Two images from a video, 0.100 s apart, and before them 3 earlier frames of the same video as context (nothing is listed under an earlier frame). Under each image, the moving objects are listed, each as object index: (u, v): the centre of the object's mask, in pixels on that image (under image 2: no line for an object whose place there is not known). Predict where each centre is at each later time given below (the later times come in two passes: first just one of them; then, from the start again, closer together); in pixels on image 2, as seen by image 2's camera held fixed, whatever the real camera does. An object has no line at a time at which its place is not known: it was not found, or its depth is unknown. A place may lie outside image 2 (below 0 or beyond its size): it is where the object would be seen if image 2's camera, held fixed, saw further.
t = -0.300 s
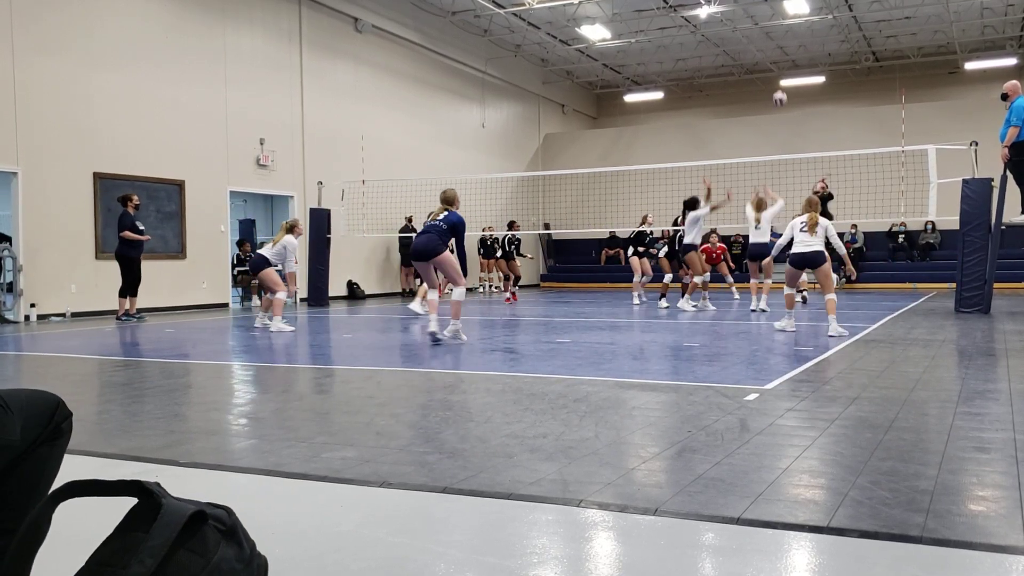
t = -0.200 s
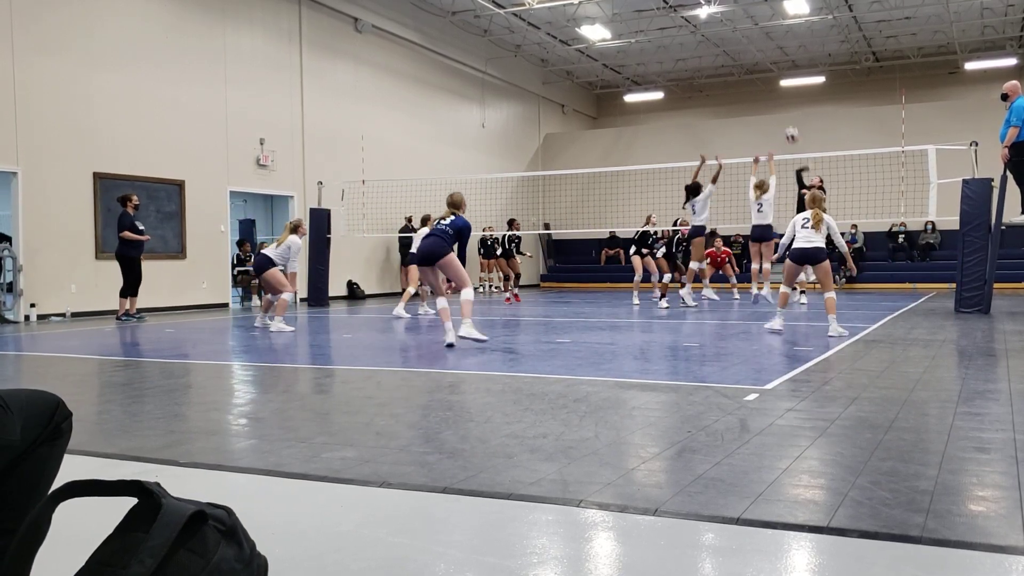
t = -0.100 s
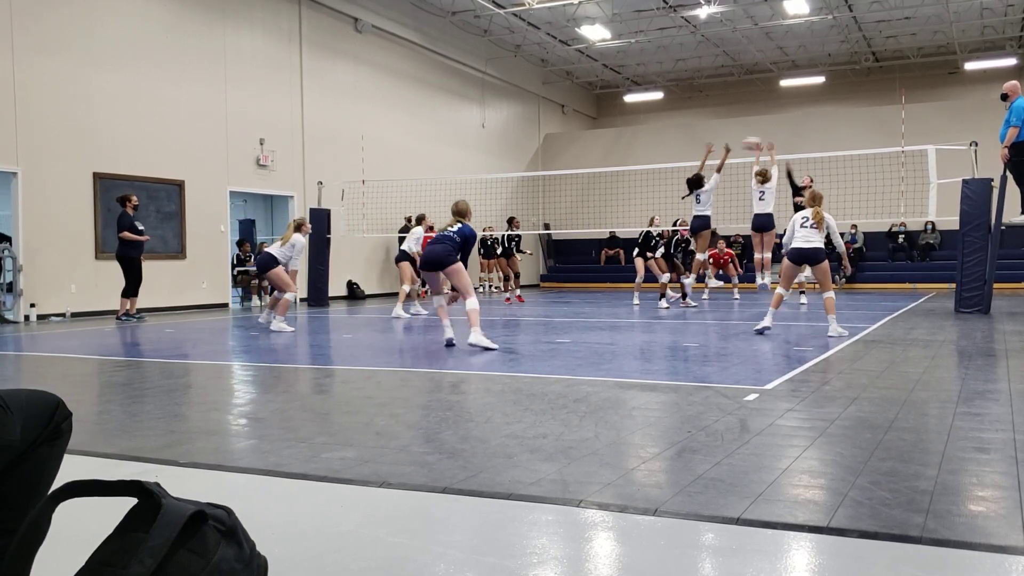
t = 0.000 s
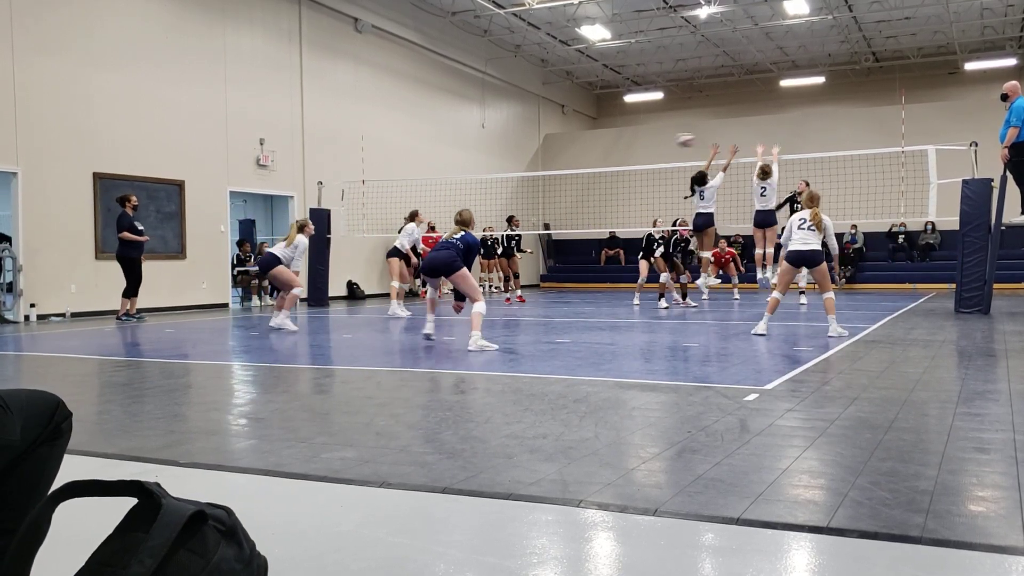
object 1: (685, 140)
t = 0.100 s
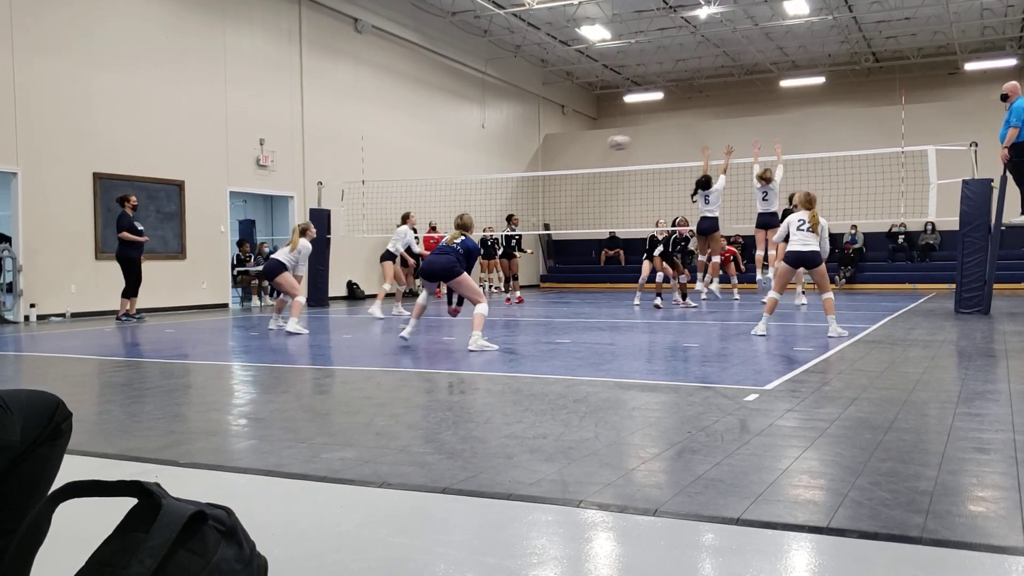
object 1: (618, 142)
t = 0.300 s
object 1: (469, 172)
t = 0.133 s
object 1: (596, 144)
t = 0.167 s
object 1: (572, 148)
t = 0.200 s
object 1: (547, 152)
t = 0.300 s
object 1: (469, 172)
